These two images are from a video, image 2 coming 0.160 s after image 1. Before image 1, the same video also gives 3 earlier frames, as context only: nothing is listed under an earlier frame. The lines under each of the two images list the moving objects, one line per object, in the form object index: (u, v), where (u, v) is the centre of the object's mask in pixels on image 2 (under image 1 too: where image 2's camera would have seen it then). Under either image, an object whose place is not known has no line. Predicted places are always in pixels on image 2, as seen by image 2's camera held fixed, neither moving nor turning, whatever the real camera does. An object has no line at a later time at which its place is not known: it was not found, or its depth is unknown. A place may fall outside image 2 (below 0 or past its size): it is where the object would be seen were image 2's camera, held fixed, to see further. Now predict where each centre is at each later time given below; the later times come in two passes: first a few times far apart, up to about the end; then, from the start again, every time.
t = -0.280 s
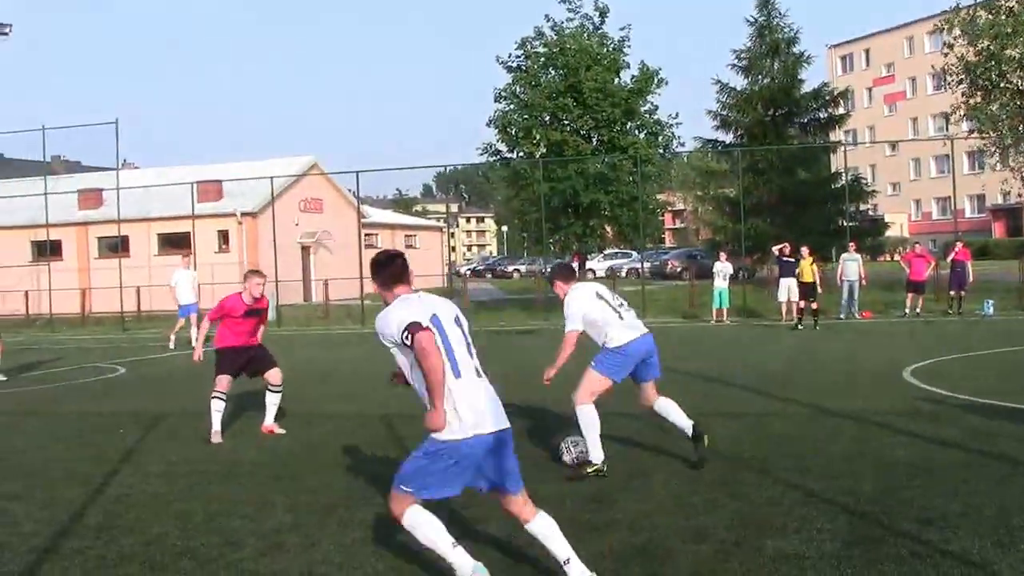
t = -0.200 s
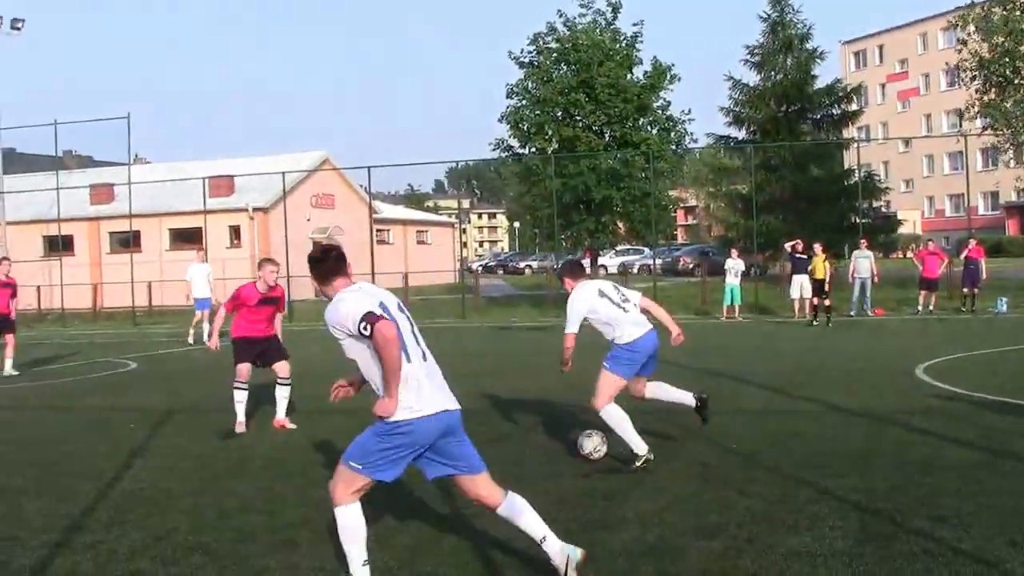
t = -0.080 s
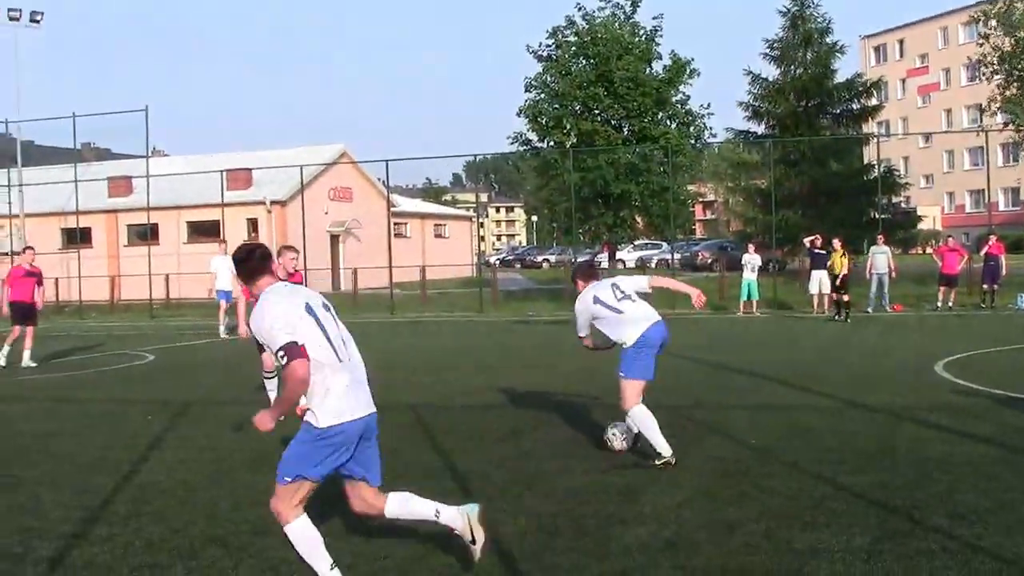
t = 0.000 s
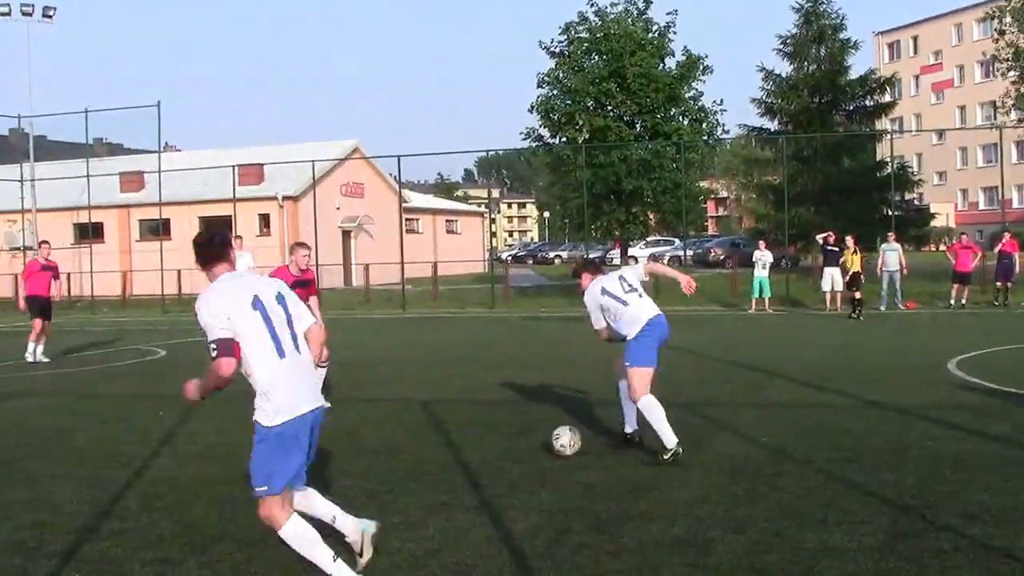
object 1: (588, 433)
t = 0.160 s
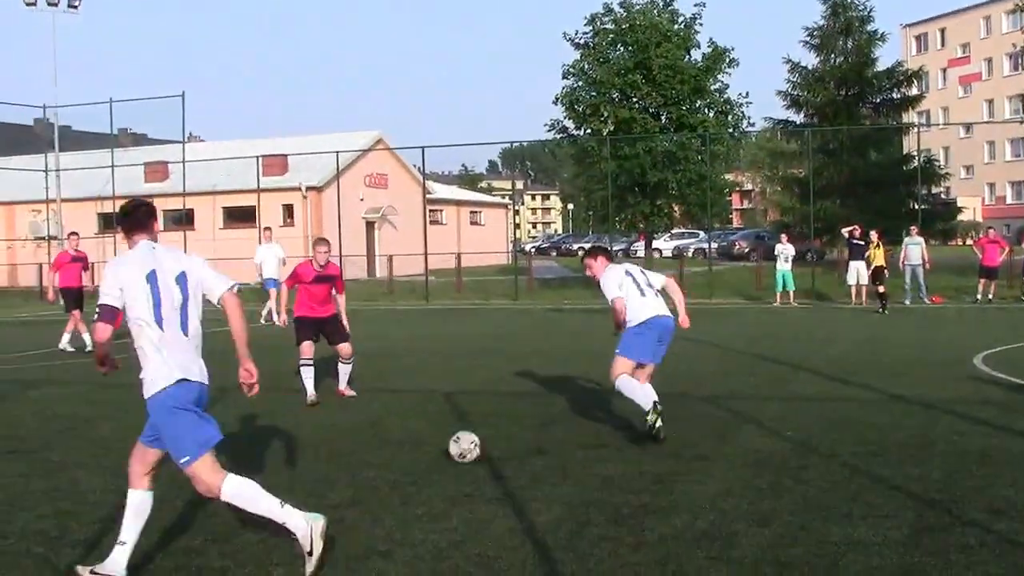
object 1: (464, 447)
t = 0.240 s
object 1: (406, 453)
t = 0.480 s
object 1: (247, 468)
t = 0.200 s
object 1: (435, 449)
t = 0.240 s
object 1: (406, 453)
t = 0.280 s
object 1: (380, 455)
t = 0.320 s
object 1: (352, 459)
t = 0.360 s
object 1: (324, 462)
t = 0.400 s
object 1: (298, 464)
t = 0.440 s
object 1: (272, 467)
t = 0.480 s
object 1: (247, 468)
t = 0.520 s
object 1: (220, 471)
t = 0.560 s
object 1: (192, 476)
